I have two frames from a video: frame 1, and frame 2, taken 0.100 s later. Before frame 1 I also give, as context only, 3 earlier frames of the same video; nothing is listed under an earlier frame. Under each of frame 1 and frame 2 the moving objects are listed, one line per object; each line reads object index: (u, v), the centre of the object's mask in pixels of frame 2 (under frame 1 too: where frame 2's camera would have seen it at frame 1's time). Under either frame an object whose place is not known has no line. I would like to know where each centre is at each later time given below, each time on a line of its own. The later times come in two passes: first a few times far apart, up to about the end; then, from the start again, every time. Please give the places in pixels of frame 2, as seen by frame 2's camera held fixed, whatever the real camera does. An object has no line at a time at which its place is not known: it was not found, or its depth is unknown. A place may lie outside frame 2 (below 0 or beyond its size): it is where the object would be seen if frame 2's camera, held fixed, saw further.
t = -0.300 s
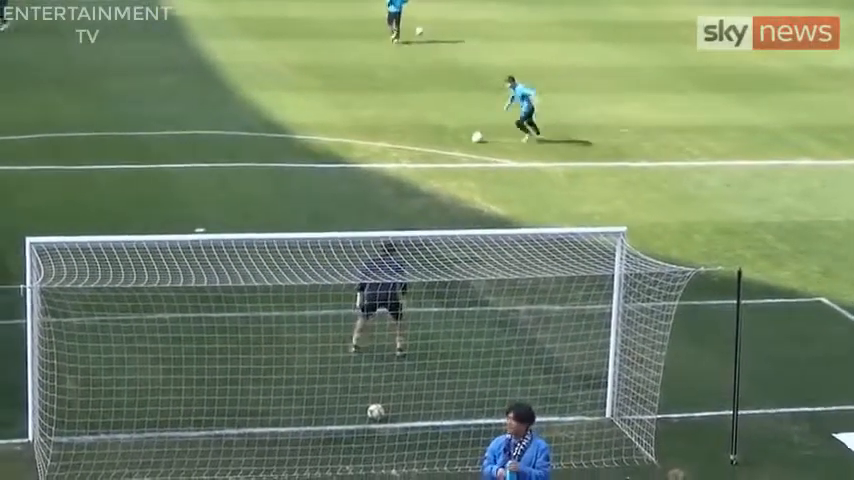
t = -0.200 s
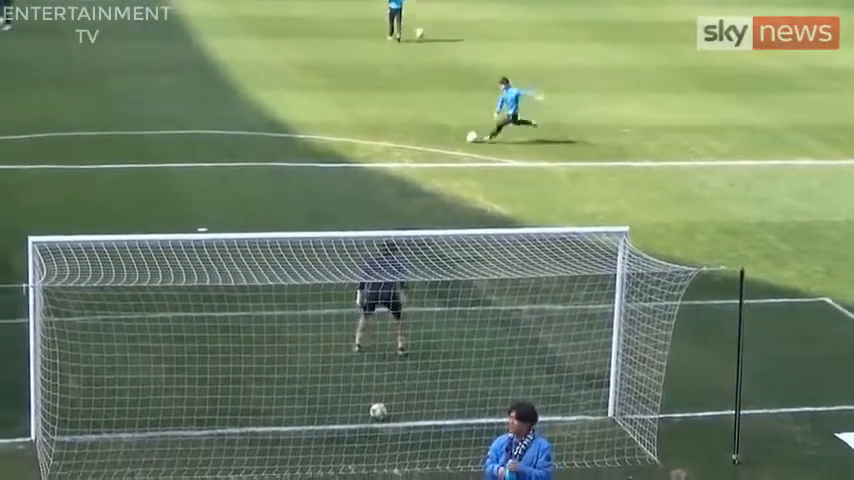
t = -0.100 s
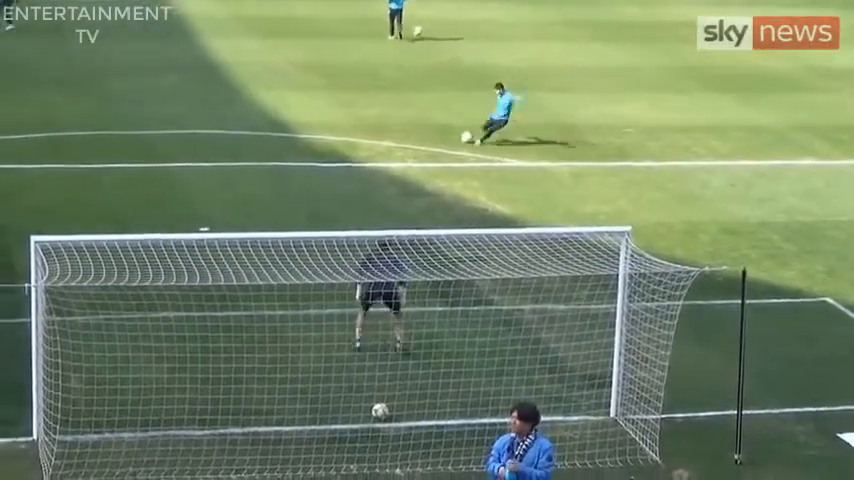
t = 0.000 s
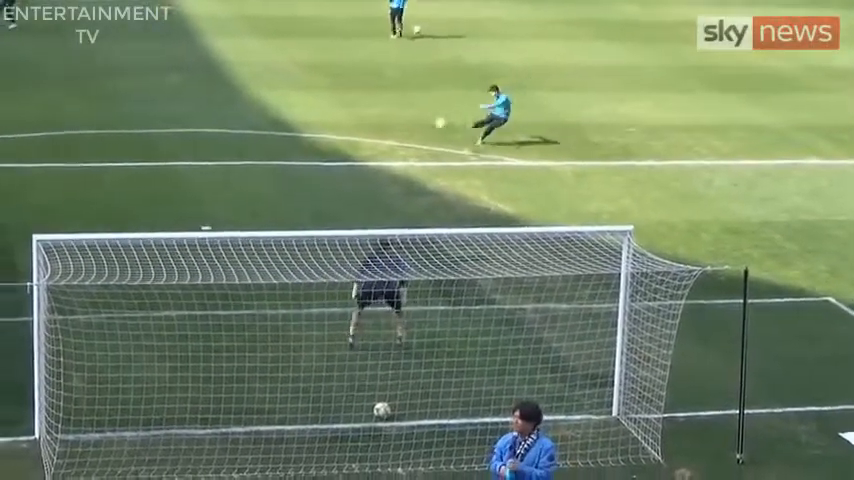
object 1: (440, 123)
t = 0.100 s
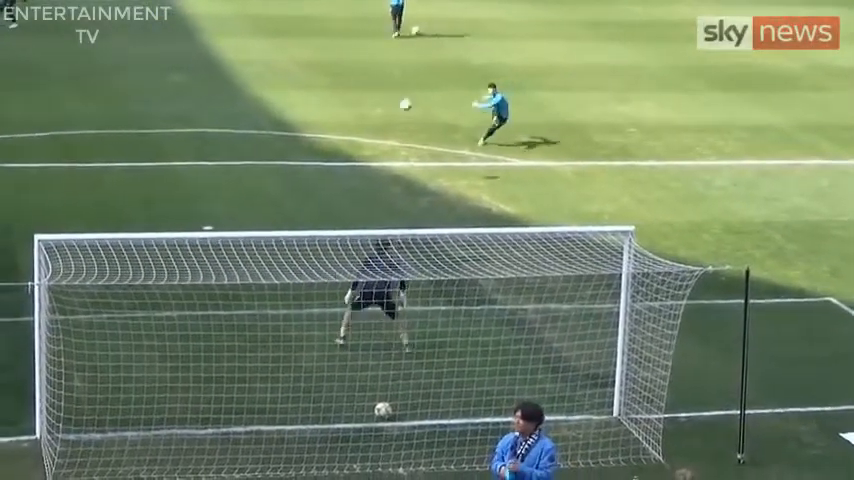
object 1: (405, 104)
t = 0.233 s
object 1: (358, 85)
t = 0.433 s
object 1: (290, 70)
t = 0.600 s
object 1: (234, 77)
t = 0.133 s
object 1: (393, 99)
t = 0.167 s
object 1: (379, 92)
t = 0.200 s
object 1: (369, 89)
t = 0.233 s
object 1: (358, 85)
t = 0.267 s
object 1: (346, 81)
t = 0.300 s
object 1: (335, 78)
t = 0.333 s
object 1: (324, 73)
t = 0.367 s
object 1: (313, 71)
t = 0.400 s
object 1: (300, 70)
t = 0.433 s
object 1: (290, 70)
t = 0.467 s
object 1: (278, 71)
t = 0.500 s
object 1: (269, 71)
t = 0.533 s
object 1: (257, 72)
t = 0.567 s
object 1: (246, 75)
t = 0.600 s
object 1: (234, 77)
